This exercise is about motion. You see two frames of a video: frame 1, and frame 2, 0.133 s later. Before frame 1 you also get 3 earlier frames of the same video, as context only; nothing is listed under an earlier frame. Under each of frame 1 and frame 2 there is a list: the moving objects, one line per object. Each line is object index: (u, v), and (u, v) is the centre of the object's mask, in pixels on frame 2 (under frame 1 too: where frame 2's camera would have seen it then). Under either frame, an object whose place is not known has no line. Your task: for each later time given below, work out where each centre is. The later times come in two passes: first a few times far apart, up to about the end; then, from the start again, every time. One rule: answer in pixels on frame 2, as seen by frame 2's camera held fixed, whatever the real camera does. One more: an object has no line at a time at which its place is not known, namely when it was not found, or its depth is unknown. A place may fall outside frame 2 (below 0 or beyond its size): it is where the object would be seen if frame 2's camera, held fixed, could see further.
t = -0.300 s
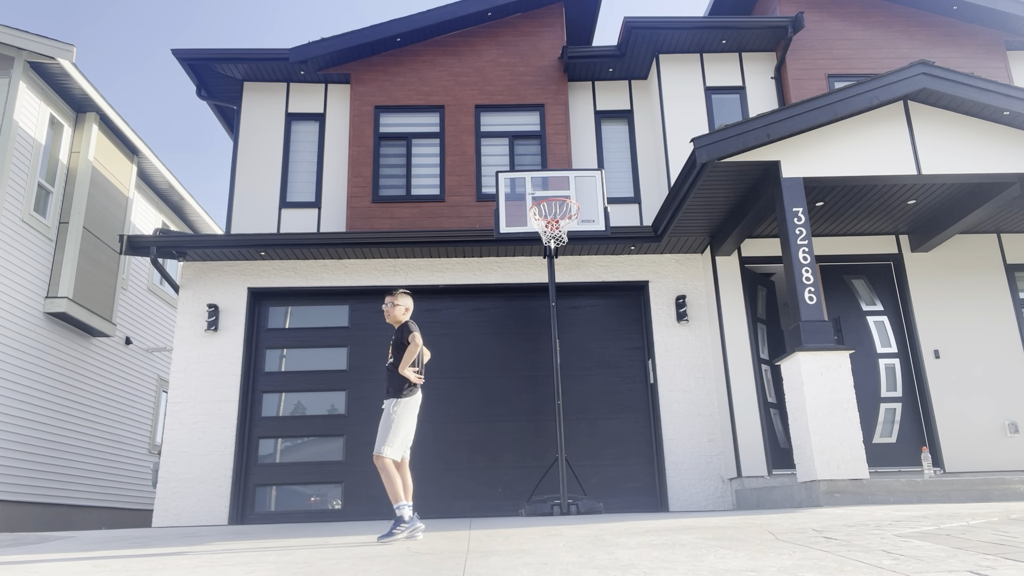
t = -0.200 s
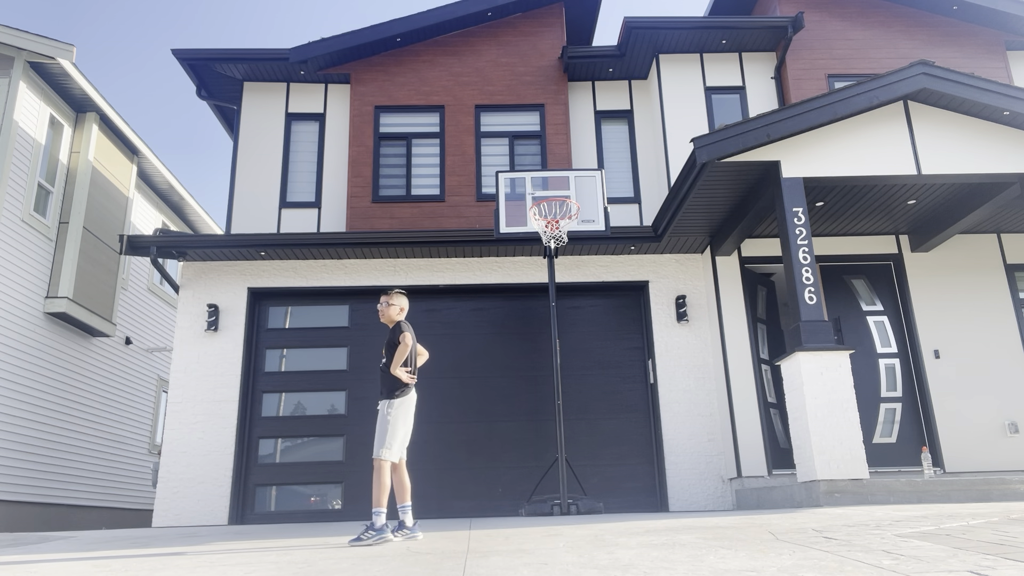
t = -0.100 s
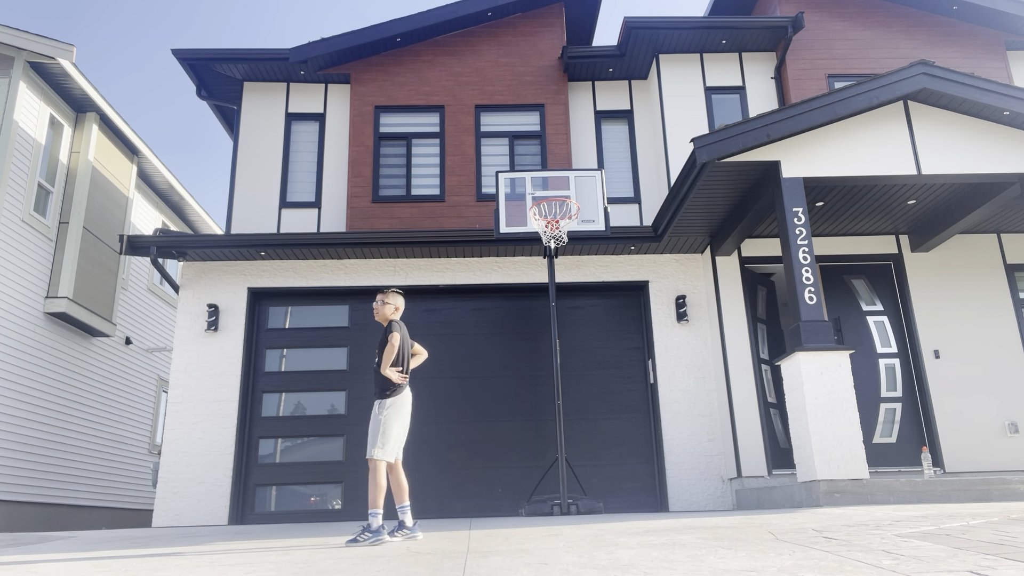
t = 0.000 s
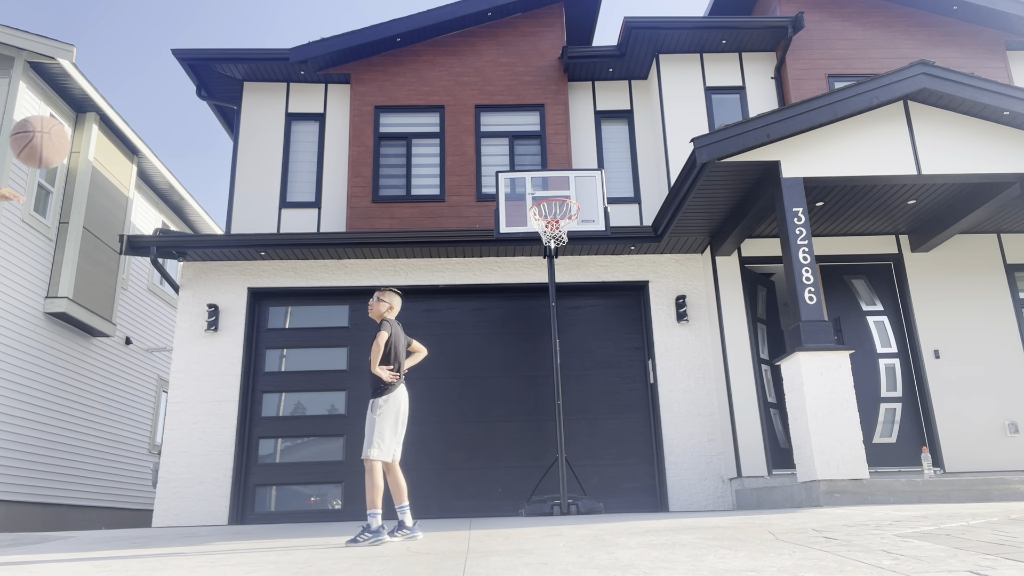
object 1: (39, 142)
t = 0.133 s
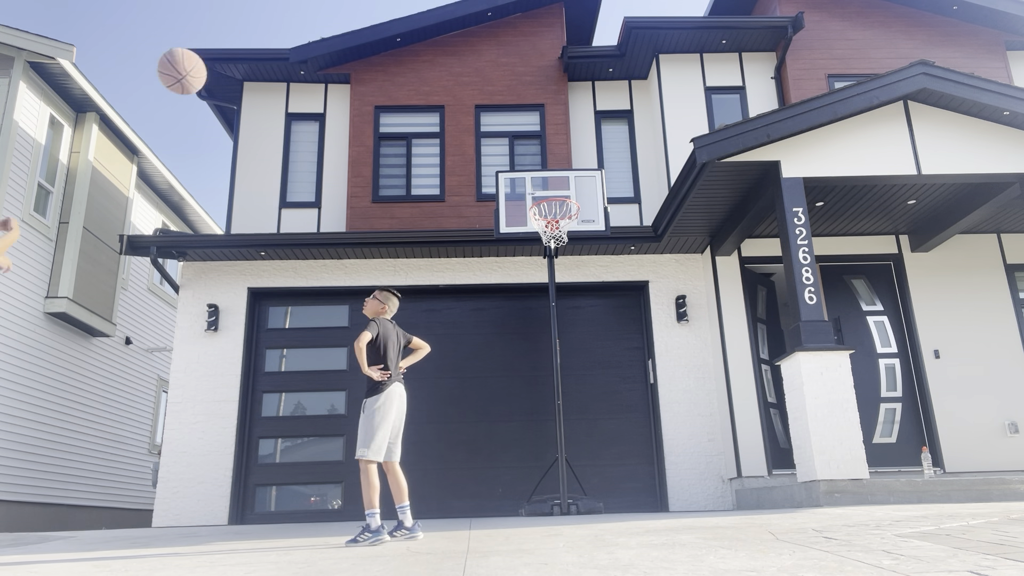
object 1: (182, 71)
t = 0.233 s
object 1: (259, 48)
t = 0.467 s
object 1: (388, 52)
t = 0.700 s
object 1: (477, 110)
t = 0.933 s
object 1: (547, 207)
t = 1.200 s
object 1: (617, 359)
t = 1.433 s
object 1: (666, 481)
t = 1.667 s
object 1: (678, 375)
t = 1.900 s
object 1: (694, 330)
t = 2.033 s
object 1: (704, 326)
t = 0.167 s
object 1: (209, 61)
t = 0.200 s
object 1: (235, 54)
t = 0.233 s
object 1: (259, 48)
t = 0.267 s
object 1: (282, 45)
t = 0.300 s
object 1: (302, 43)
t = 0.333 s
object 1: (322, 42)
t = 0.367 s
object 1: (340, 43)
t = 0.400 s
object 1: (357, 45)
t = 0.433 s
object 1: (373, 48)
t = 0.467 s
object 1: (388, 52)
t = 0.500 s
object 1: (402, 58)
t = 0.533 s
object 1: (416, 64)
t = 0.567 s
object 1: (429, 72)
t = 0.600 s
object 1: (442, 80)
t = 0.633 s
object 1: (454, 89)
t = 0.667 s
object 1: (466, 99)
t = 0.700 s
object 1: (477, 110)
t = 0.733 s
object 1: (488, 122)
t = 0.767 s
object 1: (499, 134)
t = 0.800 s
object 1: (509, 148)
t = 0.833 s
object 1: (519, 161)
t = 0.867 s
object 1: (529, 176)
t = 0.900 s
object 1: (538, 191)
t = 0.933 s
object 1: (547, 207)
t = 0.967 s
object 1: (556, 223)
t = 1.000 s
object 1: (566, 241)
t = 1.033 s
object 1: (574, 258)
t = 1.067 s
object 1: (583, 277)
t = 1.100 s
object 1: (591, 297)
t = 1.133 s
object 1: (600, 317)
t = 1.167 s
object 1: (608, 337)
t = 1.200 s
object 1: (617, 359)
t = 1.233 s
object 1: (625, 381)
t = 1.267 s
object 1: (633, 404)
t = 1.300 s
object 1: (641, 427)
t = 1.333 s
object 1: (649, 452)
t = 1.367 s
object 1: (656, 477)
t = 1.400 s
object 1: (664, 501)
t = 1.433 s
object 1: (666, 481)
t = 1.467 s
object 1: (667, 461)
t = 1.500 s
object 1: (669, 443)
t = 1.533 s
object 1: (671, 427)
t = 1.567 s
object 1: (673, 412)
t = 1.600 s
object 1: (674, 398)
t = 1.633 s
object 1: (677, 386)
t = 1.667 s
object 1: (678, 375)
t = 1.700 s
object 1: (680, 365)
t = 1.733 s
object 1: (682, 357)
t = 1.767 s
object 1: (685, 349)
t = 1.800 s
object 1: (687, 343)
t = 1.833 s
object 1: (689, 338)
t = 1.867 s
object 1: (692, 334)
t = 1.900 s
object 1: (694, 330)
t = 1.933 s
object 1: (696, 328)
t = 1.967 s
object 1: (699, 327)
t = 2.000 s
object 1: (701, 326)
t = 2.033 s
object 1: (704, 326)
